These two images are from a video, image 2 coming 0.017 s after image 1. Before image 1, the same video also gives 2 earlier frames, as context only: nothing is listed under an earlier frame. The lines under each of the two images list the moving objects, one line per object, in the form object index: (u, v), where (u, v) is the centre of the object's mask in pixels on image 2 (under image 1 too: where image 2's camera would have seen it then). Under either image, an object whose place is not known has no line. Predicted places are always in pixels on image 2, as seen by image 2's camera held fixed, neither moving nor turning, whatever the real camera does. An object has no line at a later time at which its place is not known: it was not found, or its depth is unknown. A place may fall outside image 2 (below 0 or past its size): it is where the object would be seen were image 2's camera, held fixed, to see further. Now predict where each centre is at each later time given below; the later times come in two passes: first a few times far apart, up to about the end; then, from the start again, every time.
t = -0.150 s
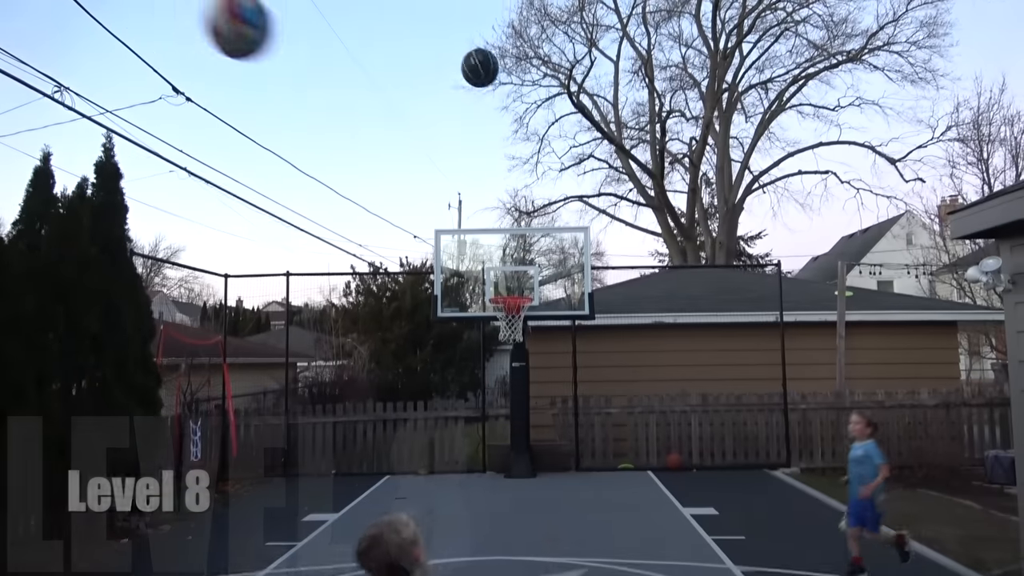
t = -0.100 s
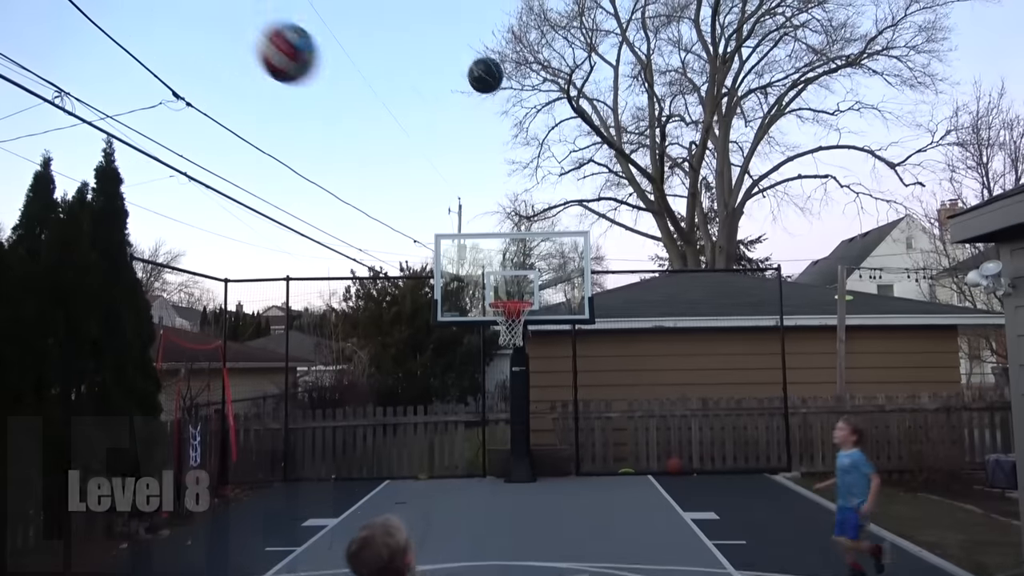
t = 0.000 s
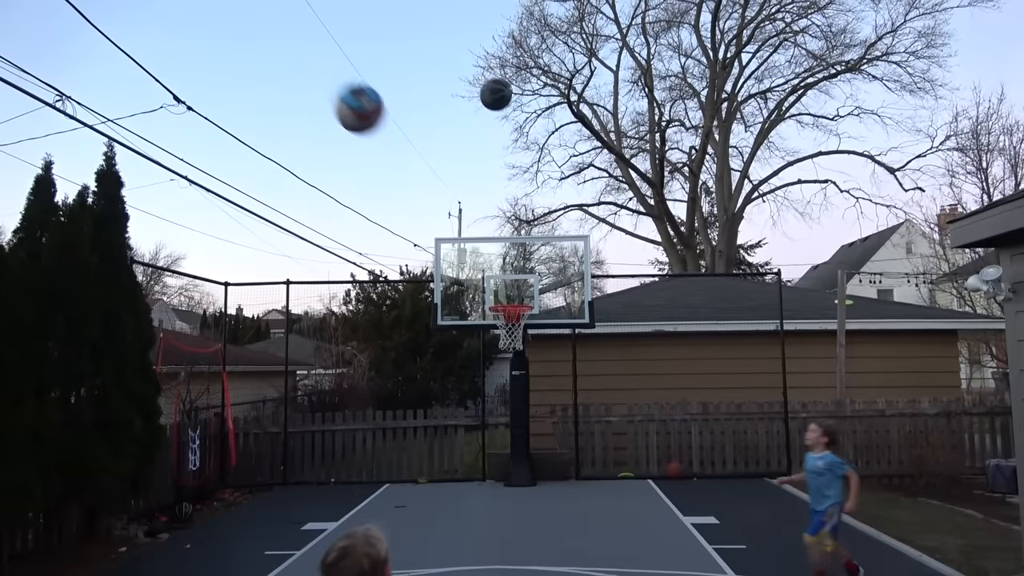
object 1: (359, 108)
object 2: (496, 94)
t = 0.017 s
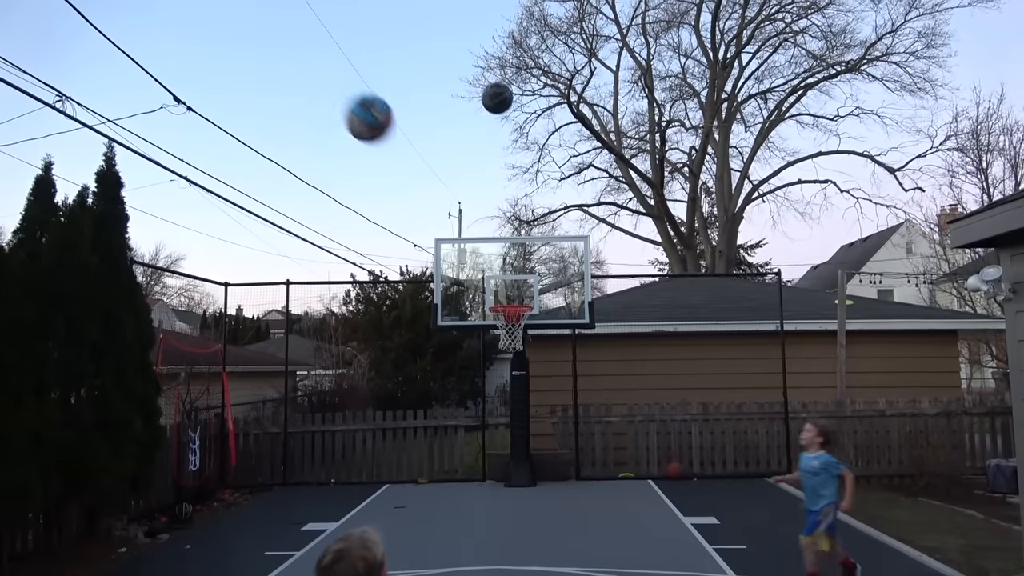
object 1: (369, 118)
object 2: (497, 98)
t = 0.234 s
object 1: (465, 251)
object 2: (514, 163)
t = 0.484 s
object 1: (527, 416)
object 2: (529, 269)
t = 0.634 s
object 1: (555, 520)
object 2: (539, 344)
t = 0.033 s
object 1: (378, 127)
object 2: (498, 101)
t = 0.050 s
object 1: (387, 137)
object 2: (500, 105)
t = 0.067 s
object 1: (395, 147)
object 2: (501, 109)
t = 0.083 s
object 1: (403, 157)
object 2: (502, 113)
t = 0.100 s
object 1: (411, 167)
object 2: (504, 118)
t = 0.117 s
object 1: (419, 178)
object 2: (505, 123)
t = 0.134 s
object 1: (426, 188)
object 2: (506, 128)
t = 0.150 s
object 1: (433, 198)
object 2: (507, 133)
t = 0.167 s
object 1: (439, 208)
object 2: (509, 139)
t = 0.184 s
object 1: (446, 219)
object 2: (510, 145)
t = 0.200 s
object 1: (453, 228)
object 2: (511, 150)
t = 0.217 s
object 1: (459, 240)
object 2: (512, 156)
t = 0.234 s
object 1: (465, 251)
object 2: (514, 163)
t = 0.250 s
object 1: (469, 260)
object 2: (515, 169)
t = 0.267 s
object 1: (474, 270)
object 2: (516, 175)
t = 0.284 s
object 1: (481, 282)
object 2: (517, 182)
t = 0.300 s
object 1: (487, 291)
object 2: (518, 189)
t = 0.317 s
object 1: (489, 300)
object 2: (519, 195)
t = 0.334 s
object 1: (494, 315)
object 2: (520, 202)
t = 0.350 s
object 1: (498, 325)
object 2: (521, 210)
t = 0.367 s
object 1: (501, 336)
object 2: (522, 216)
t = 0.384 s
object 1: (504, 346)
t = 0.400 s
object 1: (508, 357)
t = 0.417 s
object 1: (513, 371)
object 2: (525, 238)
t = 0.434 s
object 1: (517, 381)
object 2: (525, 246)
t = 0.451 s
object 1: (520, 392)
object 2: (526, 254)
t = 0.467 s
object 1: (523, 405)
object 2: (528, 263)
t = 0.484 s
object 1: (527, 416)
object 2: (529, 269)
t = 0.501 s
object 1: (530, 427)
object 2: (529, 278)
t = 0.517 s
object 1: (534, 439)
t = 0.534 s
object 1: (537, 451)
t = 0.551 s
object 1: (541, 463)
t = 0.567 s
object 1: (545, 474)
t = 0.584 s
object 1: (547, 484)
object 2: (534, 319)
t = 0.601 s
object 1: (551, 497)
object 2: (535, 328)
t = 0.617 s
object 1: (553, 507)
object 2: (537, 333)
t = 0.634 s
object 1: (555, 520)
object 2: (539, 344)
